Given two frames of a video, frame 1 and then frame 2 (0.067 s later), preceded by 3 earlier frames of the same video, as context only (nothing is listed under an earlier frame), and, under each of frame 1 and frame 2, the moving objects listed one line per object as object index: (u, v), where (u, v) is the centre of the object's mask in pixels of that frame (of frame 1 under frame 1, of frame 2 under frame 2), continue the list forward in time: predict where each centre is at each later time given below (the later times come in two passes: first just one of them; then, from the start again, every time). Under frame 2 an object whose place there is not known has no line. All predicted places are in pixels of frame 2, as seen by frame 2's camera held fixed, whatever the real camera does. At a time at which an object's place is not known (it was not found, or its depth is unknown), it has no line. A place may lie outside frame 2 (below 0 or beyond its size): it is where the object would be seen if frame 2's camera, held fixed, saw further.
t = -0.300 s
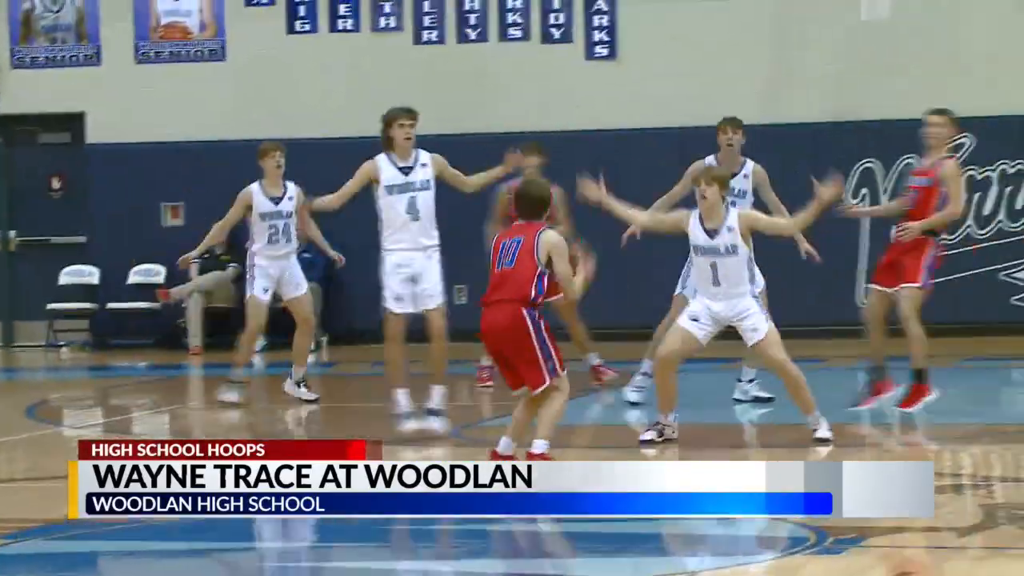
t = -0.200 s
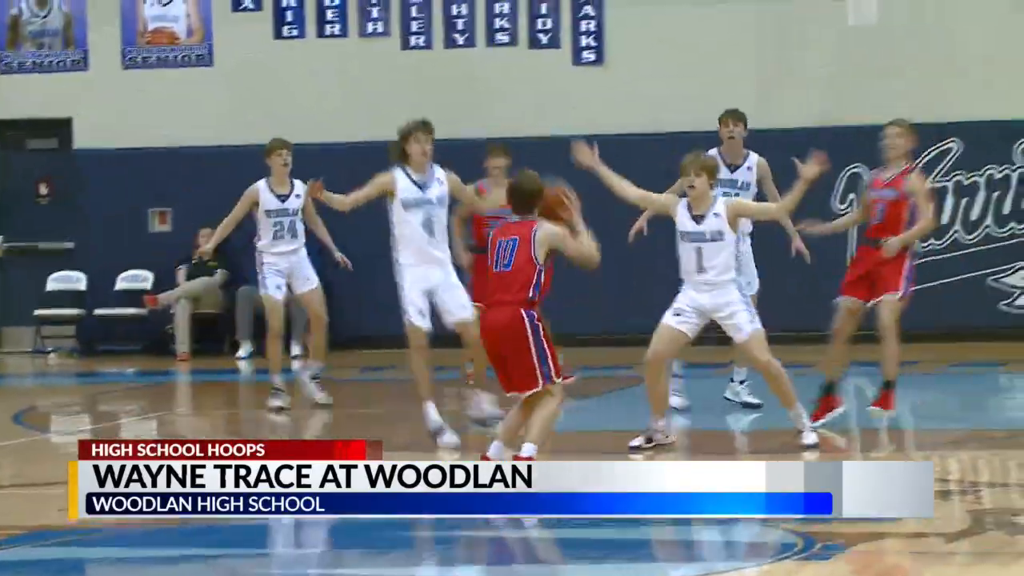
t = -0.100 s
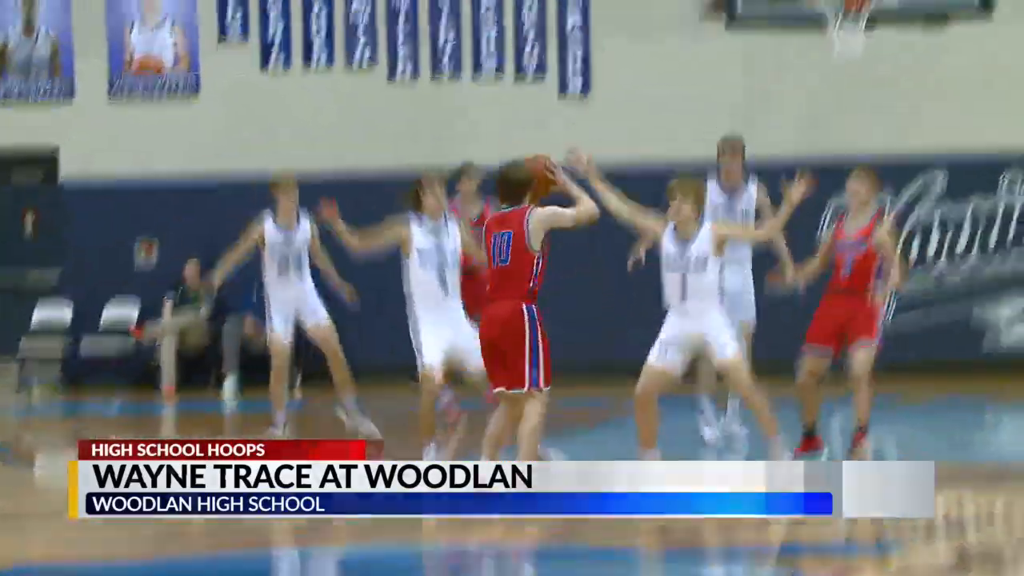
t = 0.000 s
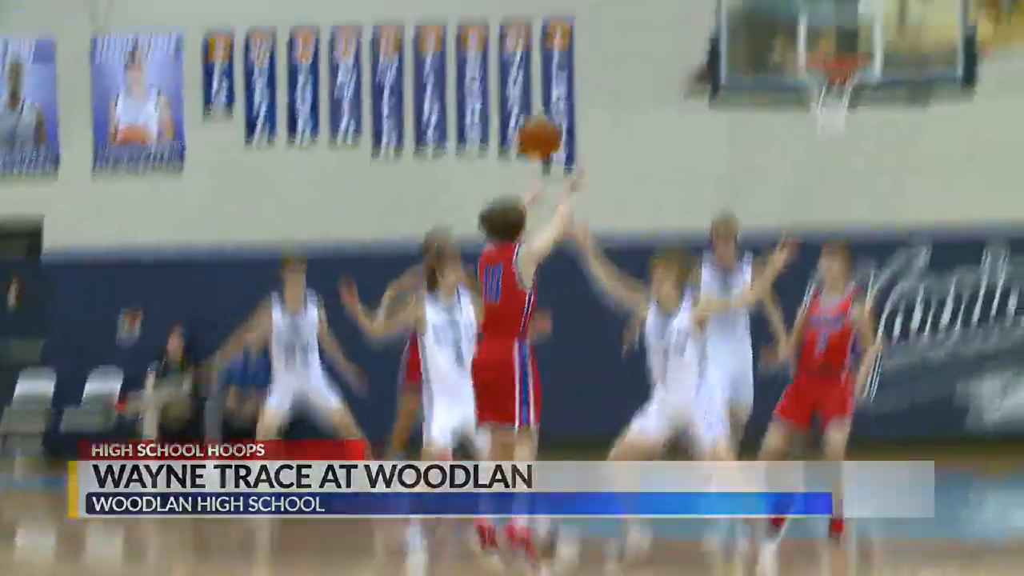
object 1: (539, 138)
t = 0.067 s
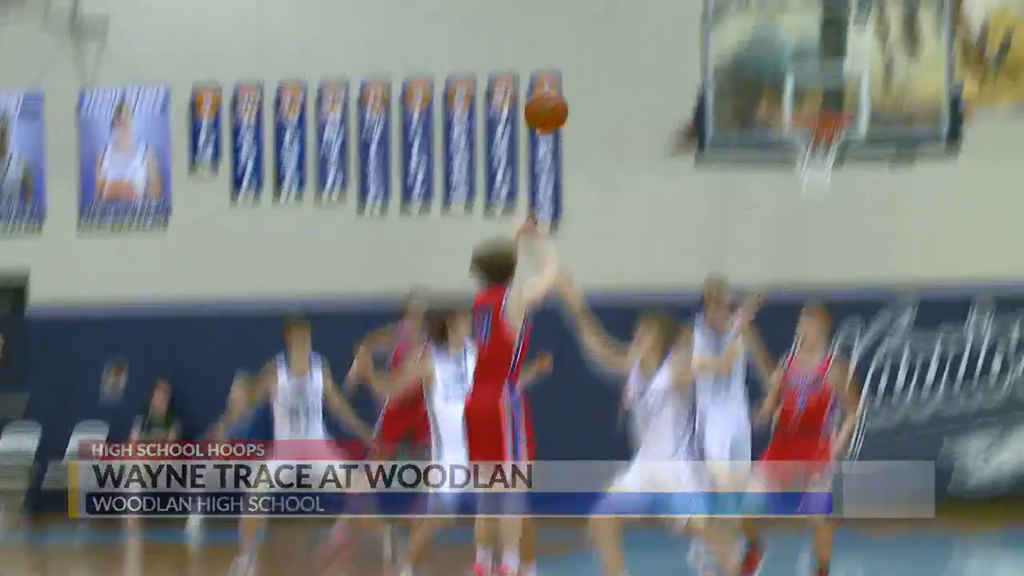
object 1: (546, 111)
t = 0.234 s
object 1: (592, -47)
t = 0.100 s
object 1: (555, 75)
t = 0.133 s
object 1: (564, 41)
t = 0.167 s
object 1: (573, 9)
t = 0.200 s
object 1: (583, -21)
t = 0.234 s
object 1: (592, -47)
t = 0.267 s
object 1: (601, -69)
